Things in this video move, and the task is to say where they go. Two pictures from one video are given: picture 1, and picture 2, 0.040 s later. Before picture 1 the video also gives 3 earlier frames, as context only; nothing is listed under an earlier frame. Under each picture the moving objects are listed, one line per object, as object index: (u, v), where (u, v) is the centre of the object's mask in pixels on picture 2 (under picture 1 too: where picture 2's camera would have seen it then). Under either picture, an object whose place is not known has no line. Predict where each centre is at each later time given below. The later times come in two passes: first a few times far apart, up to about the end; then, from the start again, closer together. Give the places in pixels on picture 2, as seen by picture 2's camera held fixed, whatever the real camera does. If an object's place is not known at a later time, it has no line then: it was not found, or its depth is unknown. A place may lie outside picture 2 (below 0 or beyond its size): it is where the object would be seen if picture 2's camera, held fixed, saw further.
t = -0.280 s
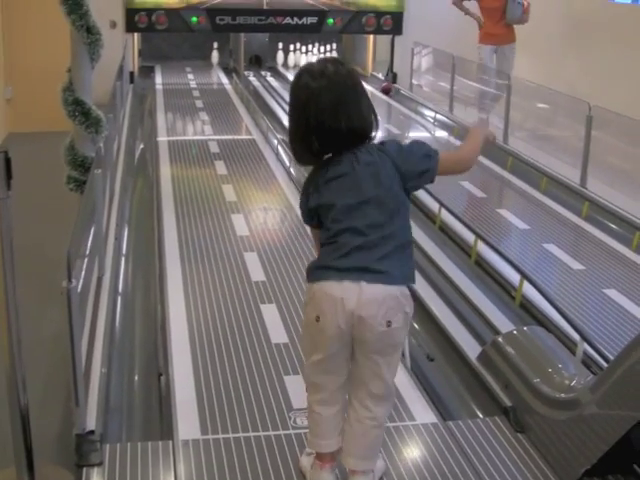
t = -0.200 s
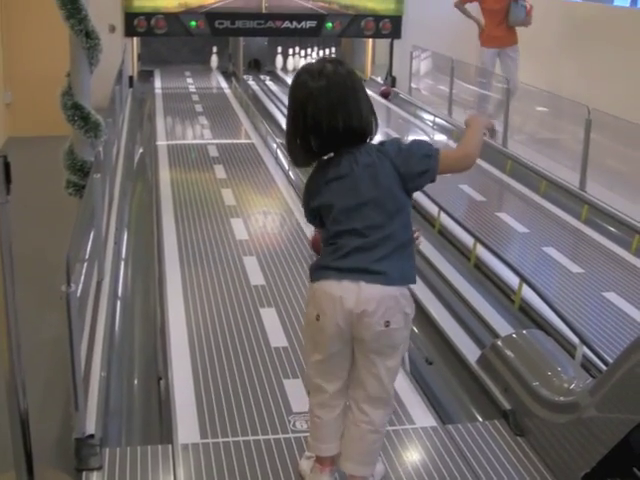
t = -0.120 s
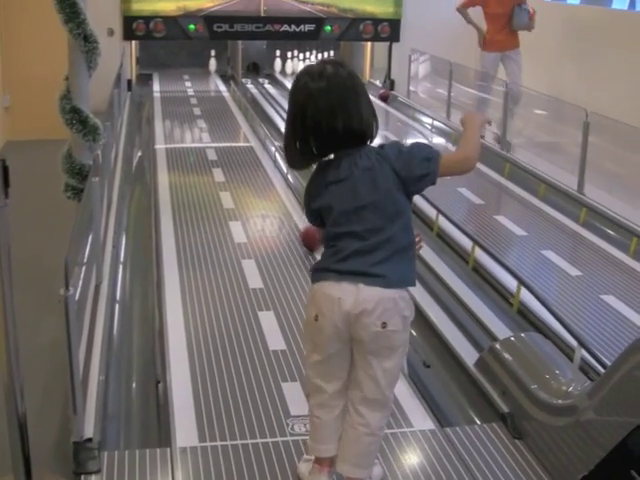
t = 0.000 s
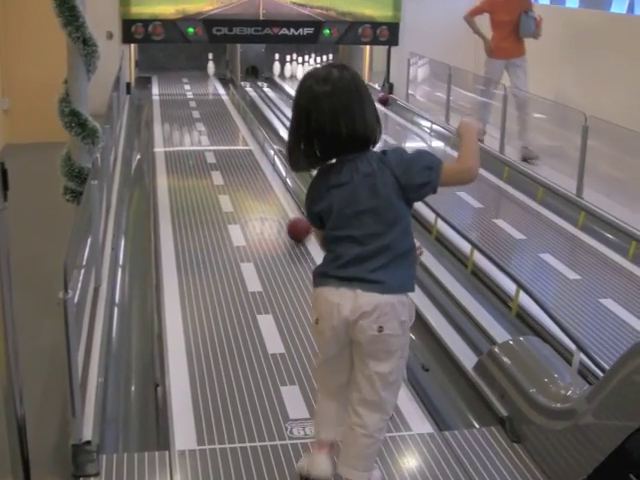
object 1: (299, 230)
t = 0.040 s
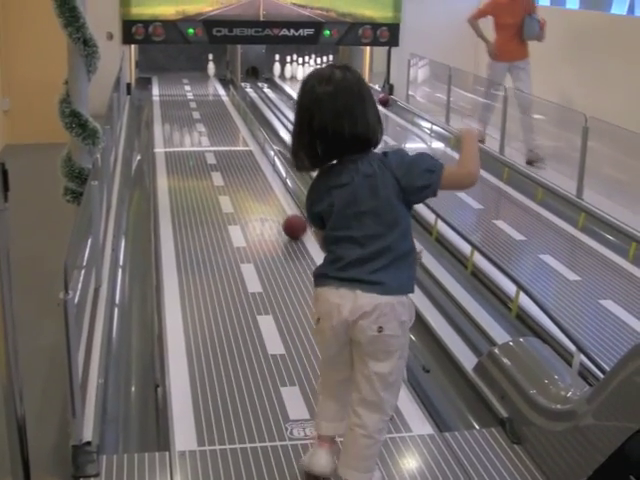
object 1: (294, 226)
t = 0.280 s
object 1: (273, 207)
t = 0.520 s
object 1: (254, 190)
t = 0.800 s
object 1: (234, 173)
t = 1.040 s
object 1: (220, 160)
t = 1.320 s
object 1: (205, 146)
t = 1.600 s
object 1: (192, 134)
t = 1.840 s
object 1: (183, 125)
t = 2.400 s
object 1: (164, 109)
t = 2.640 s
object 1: (158, 103)
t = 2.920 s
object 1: (157, 96)
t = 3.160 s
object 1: (160, 92)
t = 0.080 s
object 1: (291, 223)
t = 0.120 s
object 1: (287, 219)
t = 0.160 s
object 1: (283, 216)
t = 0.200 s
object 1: (280, 213)
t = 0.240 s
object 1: (276, 210)
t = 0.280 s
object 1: (273, 207)
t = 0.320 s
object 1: (269, 204)
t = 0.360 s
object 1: (266, 201)
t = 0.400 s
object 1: (263, 198)
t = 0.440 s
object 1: (260, 195)
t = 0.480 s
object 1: (257, 192)
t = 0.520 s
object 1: (254, 190)
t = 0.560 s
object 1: (247, 186)
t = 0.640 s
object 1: (242, 187)
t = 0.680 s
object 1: (240, 182)
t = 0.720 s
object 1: (239, 178)
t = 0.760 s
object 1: (237, 175)
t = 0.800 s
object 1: (234, 173)
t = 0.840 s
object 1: (232, 171)
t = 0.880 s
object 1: (228, 168)
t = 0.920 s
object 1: (227, 166)
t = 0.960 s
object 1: (224, 164)
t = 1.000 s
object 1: (221, 162)
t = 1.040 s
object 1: (220, 160)
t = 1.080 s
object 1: (217, 159)
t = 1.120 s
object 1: (215, 156)
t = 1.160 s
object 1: (213, 154)
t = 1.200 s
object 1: (211, 152)
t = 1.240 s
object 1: (209, 150)
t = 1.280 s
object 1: (207, 148)
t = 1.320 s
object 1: (205, 146)
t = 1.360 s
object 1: (203, 144)
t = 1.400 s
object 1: (201, 142)
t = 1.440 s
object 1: (199, 141)
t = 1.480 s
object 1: (197, 139)
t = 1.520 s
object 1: (195, 138)
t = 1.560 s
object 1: (194, 136)
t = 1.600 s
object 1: (192, 134)
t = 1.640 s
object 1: (190, 133)
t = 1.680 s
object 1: (188, 132)
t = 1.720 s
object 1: (187, 131)
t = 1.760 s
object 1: (185, 130)
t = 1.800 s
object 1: (184, 127)
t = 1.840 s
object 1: (183, 125)
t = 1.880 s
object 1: (181, 124)
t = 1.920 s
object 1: (179, 123)
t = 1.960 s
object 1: (178, 122)
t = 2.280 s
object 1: (167, 116)
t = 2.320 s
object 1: (166, 112)
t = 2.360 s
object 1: (165, 110)
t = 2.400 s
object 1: (164, 109)
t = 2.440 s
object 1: (163, 108)
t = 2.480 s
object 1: (162, 107)
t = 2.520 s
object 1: (161, 106)
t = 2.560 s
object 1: (160, 105)
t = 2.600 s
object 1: (158, 104)
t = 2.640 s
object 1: (158, 103)
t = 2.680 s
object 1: (158, 101)
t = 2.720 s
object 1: (156, 100)
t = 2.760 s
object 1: (156, 100)
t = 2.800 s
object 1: (156, 99)
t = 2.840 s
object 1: (156, 98)
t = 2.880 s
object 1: (156, 97)
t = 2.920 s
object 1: (157, 96)
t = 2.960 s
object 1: (157, 95)
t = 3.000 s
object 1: (157, 94)
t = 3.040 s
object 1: (158, 93)
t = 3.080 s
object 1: (158, 93)
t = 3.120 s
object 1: (159, 92)
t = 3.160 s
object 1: (160, 92)
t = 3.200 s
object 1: (161, 90)
